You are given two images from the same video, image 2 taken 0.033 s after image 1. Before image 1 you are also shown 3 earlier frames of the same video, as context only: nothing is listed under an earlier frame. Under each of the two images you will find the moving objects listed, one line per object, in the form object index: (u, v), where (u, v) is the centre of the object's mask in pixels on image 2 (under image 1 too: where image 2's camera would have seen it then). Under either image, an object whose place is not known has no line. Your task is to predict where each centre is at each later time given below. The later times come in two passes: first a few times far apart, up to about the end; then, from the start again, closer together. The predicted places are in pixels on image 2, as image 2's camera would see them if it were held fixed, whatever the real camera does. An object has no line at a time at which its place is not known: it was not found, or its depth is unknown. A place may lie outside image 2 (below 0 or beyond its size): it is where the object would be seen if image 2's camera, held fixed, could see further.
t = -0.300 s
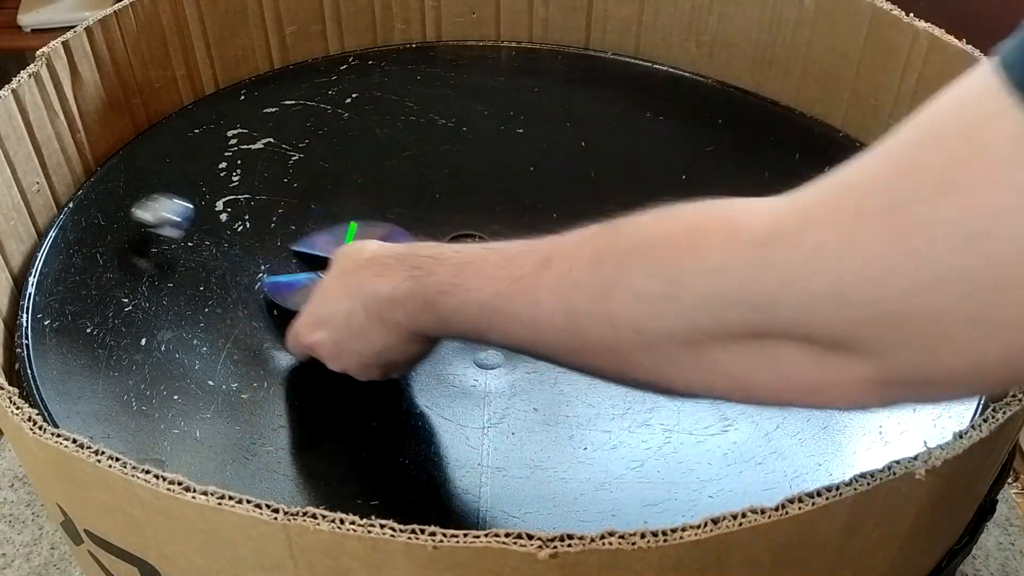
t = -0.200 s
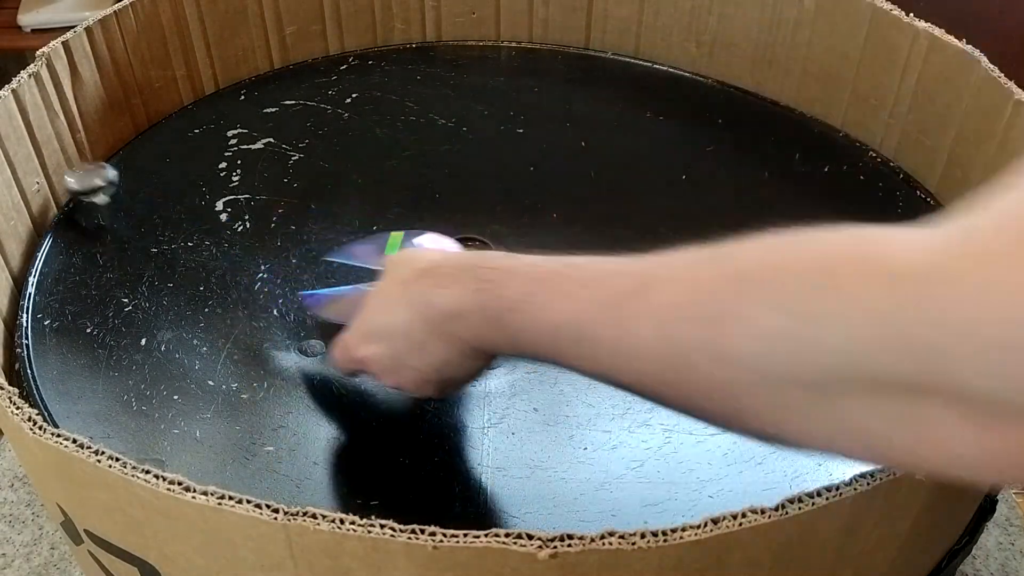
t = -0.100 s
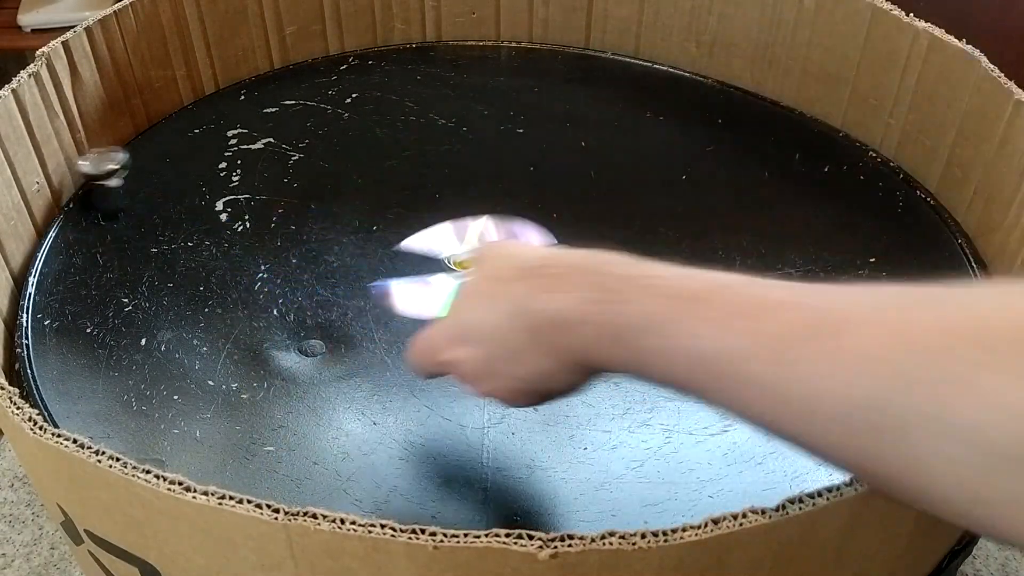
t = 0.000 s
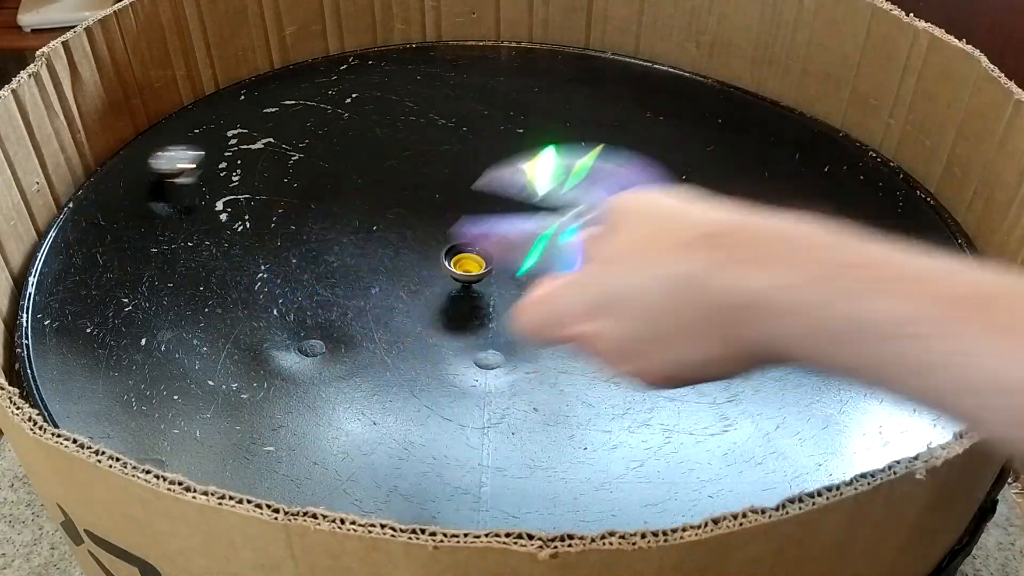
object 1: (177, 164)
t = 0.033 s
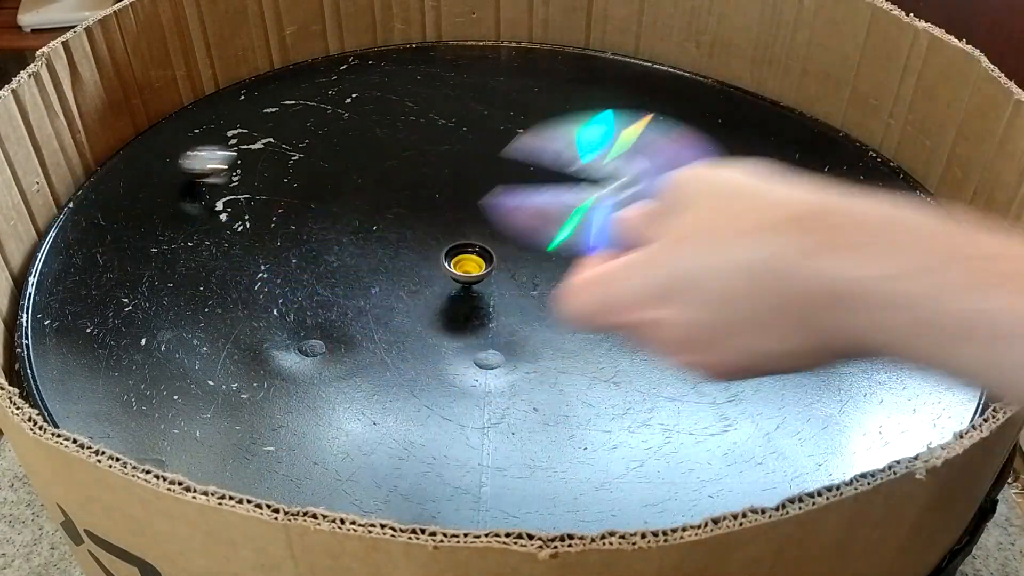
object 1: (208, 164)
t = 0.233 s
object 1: (429, 157)
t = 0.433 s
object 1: (606, 141)
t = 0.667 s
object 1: (714, 173)
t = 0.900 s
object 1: (696, 263)
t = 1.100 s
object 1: (553, 316)
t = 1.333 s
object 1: (398, 293)
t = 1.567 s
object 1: (336, 213)
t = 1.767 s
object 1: (389, 153)
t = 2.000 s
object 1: (514, 140)
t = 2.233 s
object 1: (605, 202)
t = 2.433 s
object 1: (589, 282)
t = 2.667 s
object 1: (449, 344)
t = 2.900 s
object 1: (288, 316)
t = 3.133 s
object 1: (269, 229)
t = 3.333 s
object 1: (363, 184)
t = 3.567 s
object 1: (507, 196)
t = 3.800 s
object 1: (600, 267)
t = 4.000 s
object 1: (586, 339)
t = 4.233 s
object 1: (481, 380)
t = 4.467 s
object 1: (362, 345)
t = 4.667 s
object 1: (342, 277)
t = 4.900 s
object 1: (421, 220)
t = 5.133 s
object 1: (547, 206)
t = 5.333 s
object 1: (644, 233)
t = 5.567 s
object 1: (682, 296)
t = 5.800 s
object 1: (598, 347)
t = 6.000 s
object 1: (477, 330)
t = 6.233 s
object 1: (427, 256)
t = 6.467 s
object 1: (481, 194)
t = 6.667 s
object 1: (568, 171)
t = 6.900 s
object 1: (657, 192)
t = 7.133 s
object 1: (662, 257)
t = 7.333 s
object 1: (571, 300)
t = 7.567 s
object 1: (438, 284)
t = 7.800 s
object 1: (393, 220)
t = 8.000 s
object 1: (434, 175)
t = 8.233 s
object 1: (521, 170)
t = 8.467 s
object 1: (571, 217)
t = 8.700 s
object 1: (533, 279)
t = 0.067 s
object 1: (242, 164)
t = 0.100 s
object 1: (278, 163)
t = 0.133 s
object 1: (316, 163)
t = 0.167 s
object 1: (354, 161)
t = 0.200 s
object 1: (392, 158)
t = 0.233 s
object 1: (429, 157)
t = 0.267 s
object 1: (465, 155)
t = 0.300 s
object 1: (498, 151)
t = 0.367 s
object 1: (557, 144)
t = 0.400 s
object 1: (582, 142)
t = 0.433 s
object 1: (606, 141)
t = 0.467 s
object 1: (627, 141)
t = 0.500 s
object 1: (646, 142)
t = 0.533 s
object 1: (663, 145)
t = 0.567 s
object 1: (679, 150)
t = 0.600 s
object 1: (693, 156)
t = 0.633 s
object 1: (705, 164)
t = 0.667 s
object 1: (714, 173)
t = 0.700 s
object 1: (721, 183)
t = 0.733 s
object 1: (725, 195)
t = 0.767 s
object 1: (727, 209)
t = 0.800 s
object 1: (725, 224)
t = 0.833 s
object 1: (719, 238)
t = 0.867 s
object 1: (709, 251)
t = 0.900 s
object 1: (696, 263)
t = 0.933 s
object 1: (679, 277)
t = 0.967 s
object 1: (658, 290)
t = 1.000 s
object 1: (634, 300)
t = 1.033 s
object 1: (608, 308)
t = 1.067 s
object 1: (580, 313)
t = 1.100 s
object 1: (553, 316)
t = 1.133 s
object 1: (525, 317)
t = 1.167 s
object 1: (499, 316)
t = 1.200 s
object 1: (476, 315)
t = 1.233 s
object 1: (456, 312)
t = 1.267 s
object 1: (436, 307)
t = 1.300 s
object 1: (417, 301)
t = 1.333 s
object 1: (398, 293)
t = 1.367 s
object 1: (380, 284)
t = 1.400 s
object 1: (366, 273)
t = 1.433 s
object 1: (354, 262)
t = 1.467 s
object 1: (345, 250)
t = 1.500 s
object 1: (339, 236)
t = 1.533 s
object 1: (336, 226)
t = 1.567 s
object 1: (336, 213)
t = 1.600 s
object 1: (339, 200)
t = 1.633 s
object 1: (344, 188)
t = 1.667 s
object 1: (353, 176)
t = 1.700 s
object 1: (363, 168)
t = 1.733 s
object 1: (375, 160)
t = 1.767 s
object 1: (389, 153)
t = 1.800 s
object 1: (403, 147)
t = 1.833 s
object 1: (419, 142)
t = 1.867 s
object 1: (437, 139)
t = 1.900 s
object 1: (455, 137)
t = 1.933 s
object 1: (474, 136)
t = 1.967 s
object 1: (495, 138)
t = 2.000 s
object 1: (514, 140)
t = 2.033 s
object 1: (532, 145)
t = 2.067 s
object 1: (549, 152)
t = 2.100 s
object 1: (564, 159)
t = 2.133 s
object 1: (578, 168)
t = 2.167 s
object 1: (589, 178)
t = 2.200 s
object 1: (598, 190)
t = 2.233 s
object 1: (605, 202)
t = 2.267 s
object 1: (610, 216)
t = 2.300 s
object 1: (612, 230)
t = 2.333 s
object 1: (610, 244)
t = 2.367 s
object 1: (606, 256)
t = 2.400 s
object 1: (599, 269)
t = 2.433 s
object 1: (589, 282)
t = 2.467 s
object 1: (575, 294)
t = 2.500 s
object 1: (559, 306)
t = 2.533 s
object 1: (540, 317)
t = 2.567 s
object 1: (519, 326)
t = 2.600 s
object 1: (497, 335)
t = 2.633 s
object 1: (474, 340)
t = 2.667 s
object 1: (449, 344)
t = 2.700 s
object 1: (424, 346)
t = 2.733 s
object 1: (399, 346)
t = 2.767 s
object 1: (374, 343)
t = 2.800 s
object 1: (350, 338)
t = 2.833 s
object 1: (327, 333)
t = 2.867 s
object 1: (306, 323)
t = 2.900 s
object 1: (288, 316)
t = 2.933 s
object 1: (275, 304)
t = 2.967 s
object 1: (265, 291)
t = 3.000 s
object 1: (258, 280)
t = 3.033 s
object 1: (256, 266)
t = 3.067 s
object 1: (257, 253)
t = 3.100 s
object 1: (262, 241)
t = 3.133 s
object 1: (269, 229)
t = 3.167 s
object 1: (279, 219)
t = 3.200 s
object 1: (292, 209)
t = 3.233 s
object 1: (307, 201)
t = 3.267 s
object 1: (323, 195)
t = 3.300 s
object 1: (343, 189)
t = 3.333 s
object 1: (363, 184)
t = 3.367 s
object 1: (383, 182)
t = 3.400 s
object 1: (404, 181)
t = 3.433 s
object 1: (426, 181)
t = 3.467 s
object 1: (447, 181)
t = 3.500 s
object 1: (467, 185)
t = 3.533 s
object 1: (488, 188)
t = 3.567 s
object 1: (507, 196)
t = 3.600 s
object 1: (526, 202)
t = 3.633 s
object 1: (543, 210)
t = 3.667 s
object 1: (559, 219)
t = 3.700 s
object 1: (572, 231)
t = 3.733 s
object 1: (583, 244)
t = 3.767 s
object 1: (592, 257)
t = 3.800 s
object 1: (600, 267)
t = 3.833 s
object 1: (604, 280)
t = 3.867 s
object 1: (606, 293)
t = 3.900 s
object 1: (604, 306)
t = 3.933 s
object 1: (601, 319)
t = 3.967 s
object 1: (595, 330)
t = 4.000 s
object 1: (586, 339)
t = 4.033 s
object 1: (577, 350)
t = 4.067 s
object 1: (565, 358)
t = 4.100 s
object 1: (551, 365)
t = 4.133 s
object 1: (535, 371)
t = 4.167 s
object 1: (517, 375)
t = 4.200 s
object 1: (500, 378)
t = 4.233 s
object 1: (481, 380)
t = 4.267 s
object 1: (463, 380)
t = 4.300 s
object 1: (444, 378)
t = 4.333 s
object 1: (425, 375)
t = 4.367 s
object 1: (406, 370)
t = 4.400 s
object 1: (389, 363)
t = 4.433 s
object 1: (374, 355)
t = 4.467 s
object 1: (362, 345)
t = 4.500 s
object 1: (352, 335)
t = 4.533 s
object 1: (344, 324)
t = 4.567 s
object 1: (340, 312)
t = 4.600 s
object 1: (338, 300)
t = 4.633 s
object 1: (339, 288)
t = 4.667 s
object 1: (342, 277)
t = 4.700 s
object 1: (347, 267)
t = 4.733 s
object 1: (354, 256)
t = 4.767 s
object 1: (364, 248)
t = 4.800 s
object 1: (376, 240)
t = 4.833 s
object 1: (389, 232)
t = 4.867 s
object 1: (404, 225)
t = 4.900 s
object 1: (421, 220)
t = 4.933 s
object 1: (437, 216)
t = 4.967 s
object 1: (455, 212)
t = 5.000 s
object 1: (472, 209)
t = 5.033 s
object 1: (491, 207)
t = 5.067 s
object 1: (510, 206)
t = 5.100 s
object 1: (529, 205)
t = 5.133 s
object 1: (547, 206)
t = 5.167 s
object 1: (566, 209)
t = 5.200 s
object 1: (583, 213)
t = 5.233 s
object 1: (599, 216)
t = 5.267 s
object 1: (615, 221)
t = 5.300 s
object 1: (630, 227)
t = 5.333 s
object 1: (644, 233)
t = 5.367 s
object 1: (656, 240)
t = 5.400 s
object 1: (667, 247)
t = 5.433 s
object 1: (675, 256)
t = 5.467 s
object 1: (680, 265)
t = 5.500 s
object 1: (683, 274)
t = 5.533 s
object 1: (683, 285)
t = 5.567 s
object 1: (682, 296)
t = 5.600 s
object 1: (679, 304)
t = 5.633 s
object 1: (672, 315)
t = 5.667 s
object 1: (662, 323)
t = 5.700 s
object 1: (649, 332)
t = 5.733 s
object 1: (634, 339)
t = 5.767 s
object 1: (617, 344)
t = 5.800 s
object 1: (598, 347)
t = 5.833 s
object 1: (578, 348)
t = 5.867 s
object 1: (557, 347)
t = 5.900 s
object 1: (535, 345)
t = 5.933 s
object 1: (515, 341)
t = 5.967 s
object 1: (495, 337)
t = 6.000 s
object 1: (477, 330)
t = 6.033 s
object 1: (462, 321)
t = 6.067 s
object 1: (451, 312)
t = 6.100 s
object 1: (440, 301)
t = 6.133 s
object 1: (433, 290)
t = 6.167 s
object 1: (429, 279)
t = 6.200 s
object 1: (426, 267)
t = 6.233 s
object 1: (427, 256)
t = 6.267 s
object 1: (430, 245)
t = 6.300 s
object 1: (434, 234)
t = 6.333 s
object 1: (440, 225)
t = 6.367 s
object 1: (449, 215)
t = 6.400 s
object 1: (458, 208)
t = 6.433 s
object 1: (469, 200)
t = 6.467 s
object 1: (481, 194)
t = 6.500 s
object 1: (495, 187)
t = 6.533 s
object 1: (509, 183)
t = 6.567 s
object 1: (523, 178)
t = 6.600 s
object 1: (537, 175)
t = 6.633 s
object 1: (552, 172)
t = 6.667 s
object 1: (568, 171)
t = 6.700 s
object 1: (582, 171)
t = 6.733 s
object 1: (595, 172)
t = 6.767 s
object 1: (609, 174)
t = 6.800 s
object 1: (623, 177)
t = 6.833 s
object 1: (636, 181)
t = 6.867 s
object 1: (647, 186)
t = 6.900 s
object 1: (657, 192)
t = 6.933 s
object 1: (665, 200)
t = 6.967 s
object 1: (670, 209)
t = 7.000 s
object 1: (673, 218)
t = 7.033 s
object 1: (674, 228)
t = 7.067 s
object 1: (673, 237)
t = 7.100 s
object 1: (669, 248)
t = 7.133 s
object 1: (662, 257)
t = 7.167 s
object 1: (653, 264)
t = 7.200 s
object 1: (641, 275)
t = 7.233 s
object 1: (626, 283)
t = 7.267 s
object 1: (609, 290)
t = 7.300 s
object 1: (591, 296)
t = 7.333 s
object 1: (571, 300)
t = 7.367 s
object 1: (550, 303)
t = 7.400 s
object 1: (529, 305)
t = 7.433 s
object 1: (510, 304)
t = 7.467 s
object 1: (490, 300)
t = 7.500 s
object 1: (470, 296)
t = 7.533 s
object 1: (454, 291)
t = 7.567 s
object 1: (438, 284)
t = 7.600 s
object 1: (425, 277)
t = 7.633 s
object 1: (414, 268)
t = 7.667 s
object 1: (405, 259)
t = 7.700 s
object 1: (398, 249)
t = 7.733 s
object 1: (394, 240)
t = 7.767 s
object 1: (392, 230)
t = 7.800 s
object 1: (393, 220)
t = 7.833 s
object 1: (395, 211)
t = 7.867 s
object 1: (400, 202)
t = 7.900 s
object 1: (406, 194)
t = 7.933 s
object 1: (414, 187)
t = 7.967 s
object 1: (423, 181)
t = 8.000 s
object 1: (434, 175)
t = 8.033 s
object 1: (445, 171)
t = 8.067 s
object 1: (458, 167)
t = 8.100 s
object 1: (471, 165)
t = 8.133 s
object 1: (484, 164)
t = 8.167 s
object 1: (497, 165)
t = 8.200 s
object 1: (509, 167)
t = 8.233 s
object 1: (521, 170)
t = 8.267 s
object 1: (531, 174)
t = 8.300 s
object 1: (541, 179)
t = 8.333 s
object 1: (551, 185)
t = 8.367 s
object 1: (559, 192)
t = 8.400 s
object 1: (565, 200)
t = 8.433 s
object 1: (569, 208)
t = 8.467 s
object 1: (571, 217)
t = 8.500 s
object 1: (572, 227)
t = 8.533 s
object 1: (570, 236)
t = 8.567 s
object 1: (567, 246)
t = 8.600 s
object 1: (561, 255)
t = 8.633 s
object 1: (554, 265)
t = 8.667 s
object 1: (544, 271)
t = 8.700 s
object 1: (533, 279)
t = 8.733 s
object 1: (520, 286)
